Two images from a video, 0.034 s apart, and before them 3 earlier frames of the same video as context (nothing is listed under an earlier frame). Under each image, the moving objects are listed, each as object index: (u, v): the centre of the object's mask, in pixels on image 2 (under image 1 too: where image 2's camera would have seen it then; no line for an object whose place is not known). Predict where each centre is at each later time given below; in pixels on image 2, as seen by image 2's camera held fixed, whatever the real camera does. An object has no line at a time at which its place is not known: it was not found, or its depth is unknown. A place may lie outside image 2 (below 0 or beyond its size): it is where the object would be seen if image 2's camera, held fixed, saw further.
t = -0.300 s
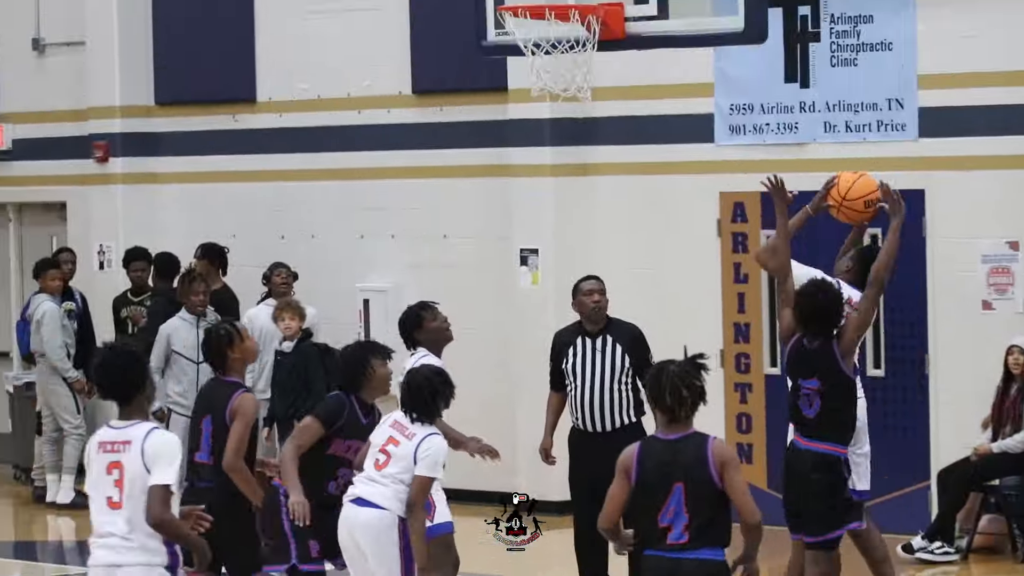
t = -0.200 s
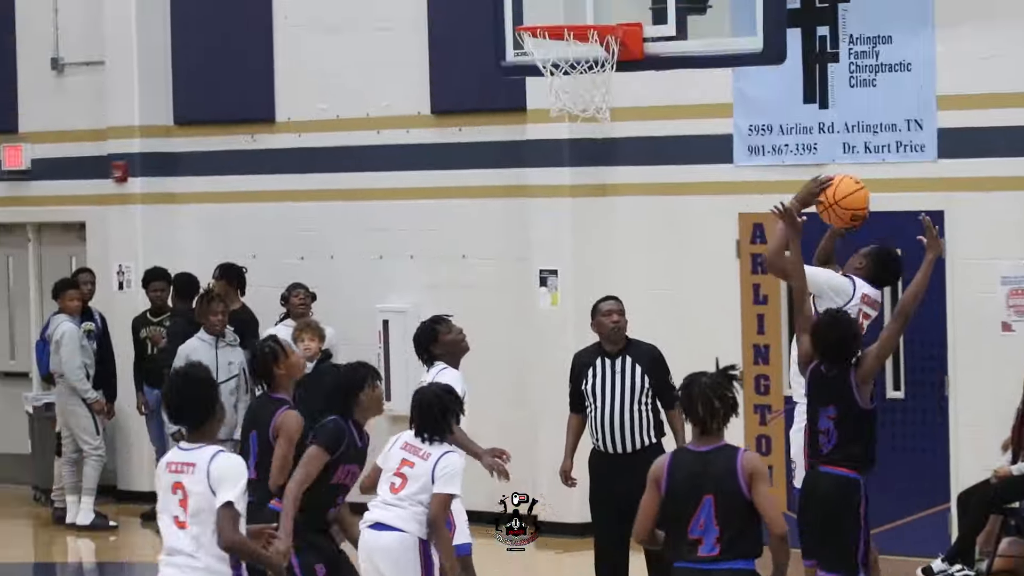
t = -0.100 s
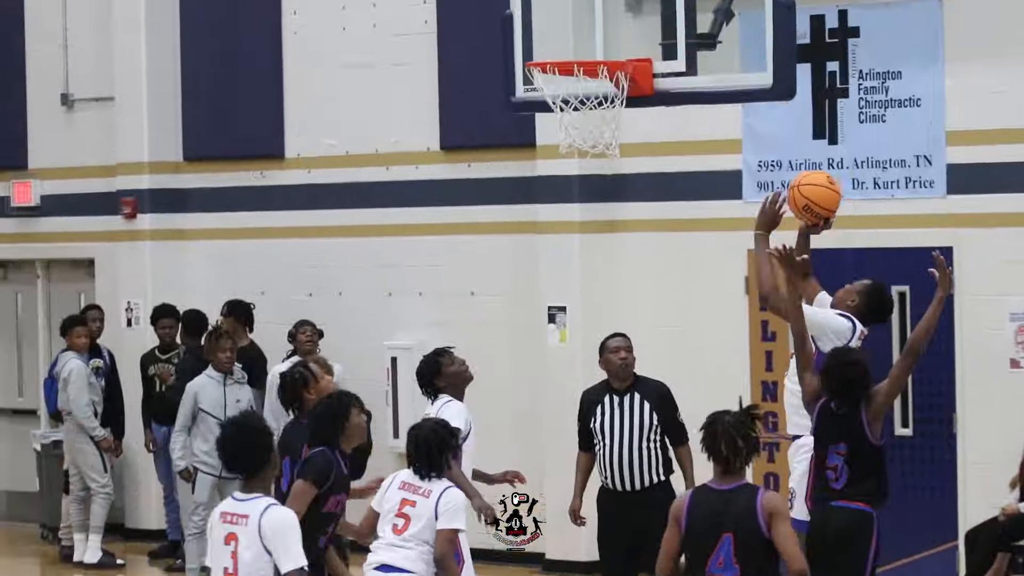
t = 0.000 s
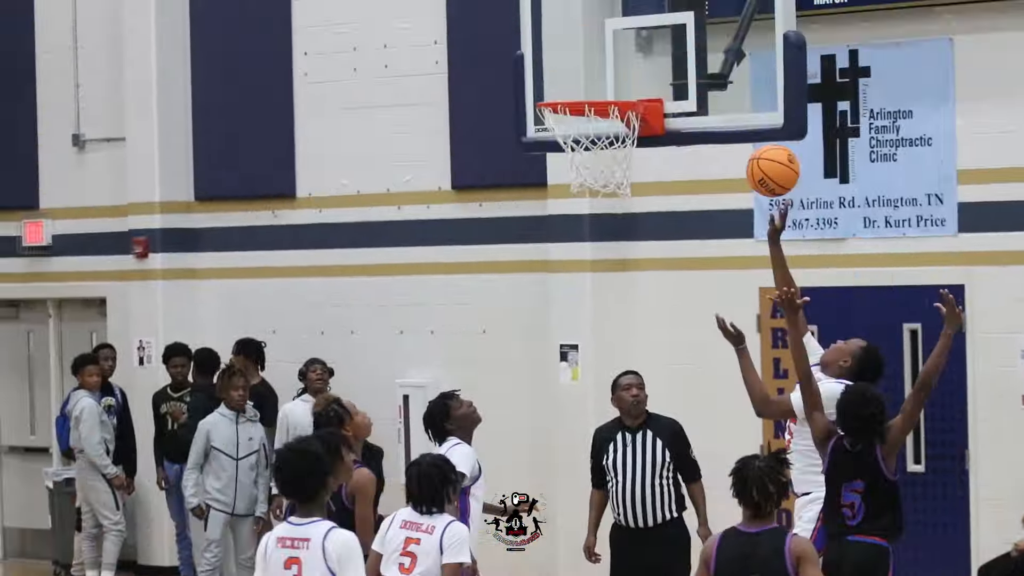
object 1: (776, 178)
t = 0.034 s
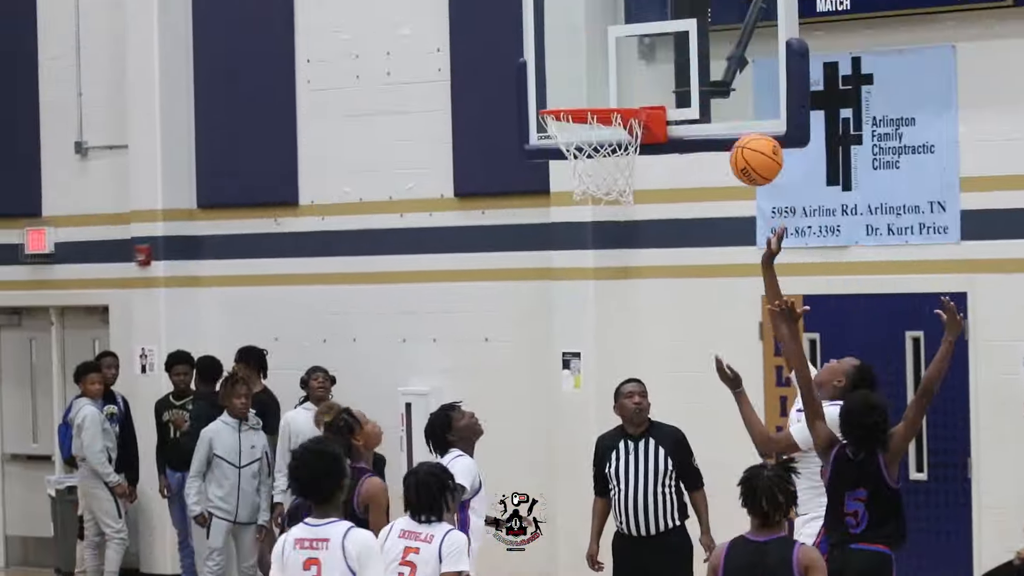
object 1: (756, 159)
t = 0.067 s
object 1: (737, 142)
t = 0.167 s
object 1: (682, 110)
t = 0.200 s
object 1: (664, 103)
